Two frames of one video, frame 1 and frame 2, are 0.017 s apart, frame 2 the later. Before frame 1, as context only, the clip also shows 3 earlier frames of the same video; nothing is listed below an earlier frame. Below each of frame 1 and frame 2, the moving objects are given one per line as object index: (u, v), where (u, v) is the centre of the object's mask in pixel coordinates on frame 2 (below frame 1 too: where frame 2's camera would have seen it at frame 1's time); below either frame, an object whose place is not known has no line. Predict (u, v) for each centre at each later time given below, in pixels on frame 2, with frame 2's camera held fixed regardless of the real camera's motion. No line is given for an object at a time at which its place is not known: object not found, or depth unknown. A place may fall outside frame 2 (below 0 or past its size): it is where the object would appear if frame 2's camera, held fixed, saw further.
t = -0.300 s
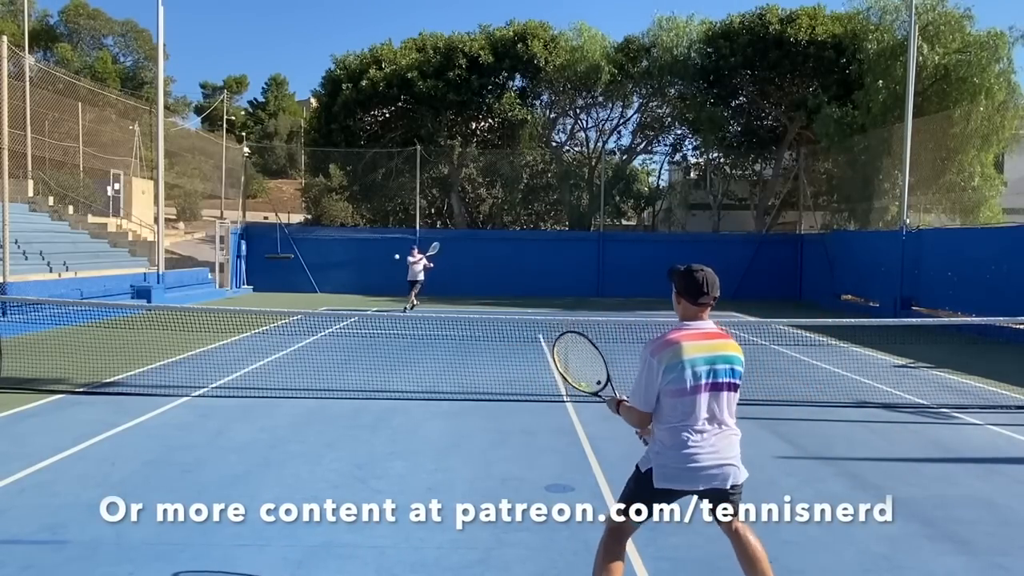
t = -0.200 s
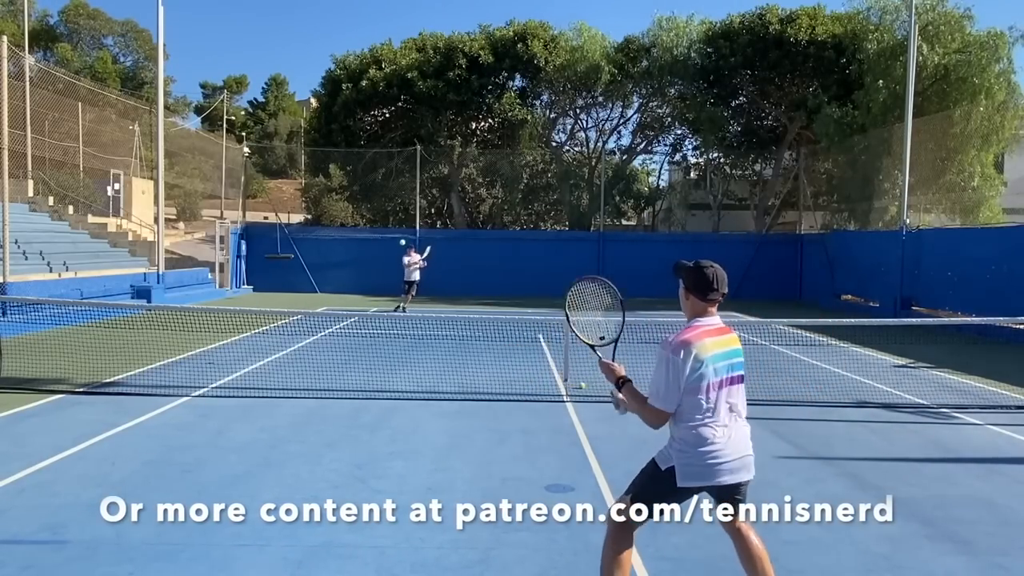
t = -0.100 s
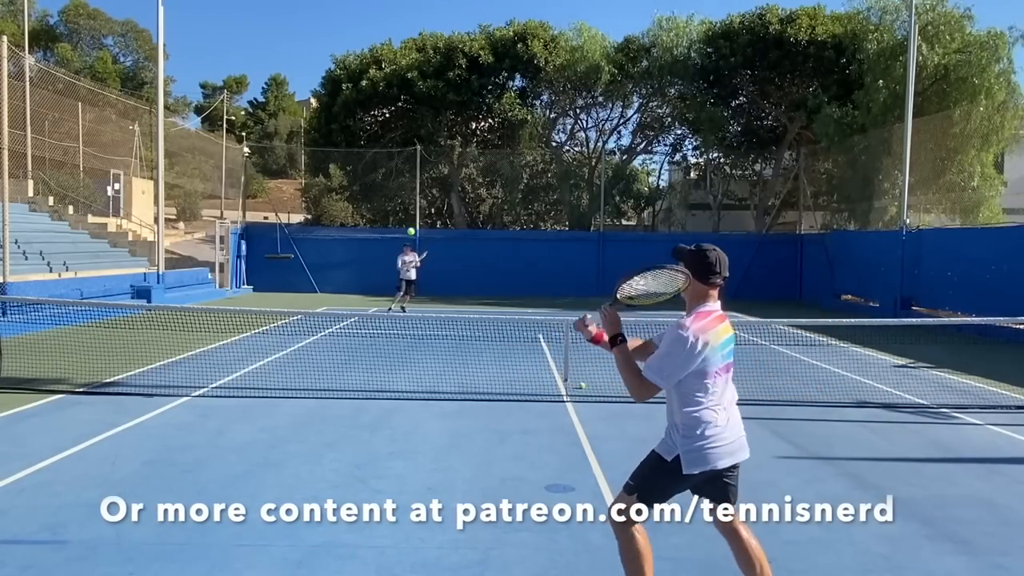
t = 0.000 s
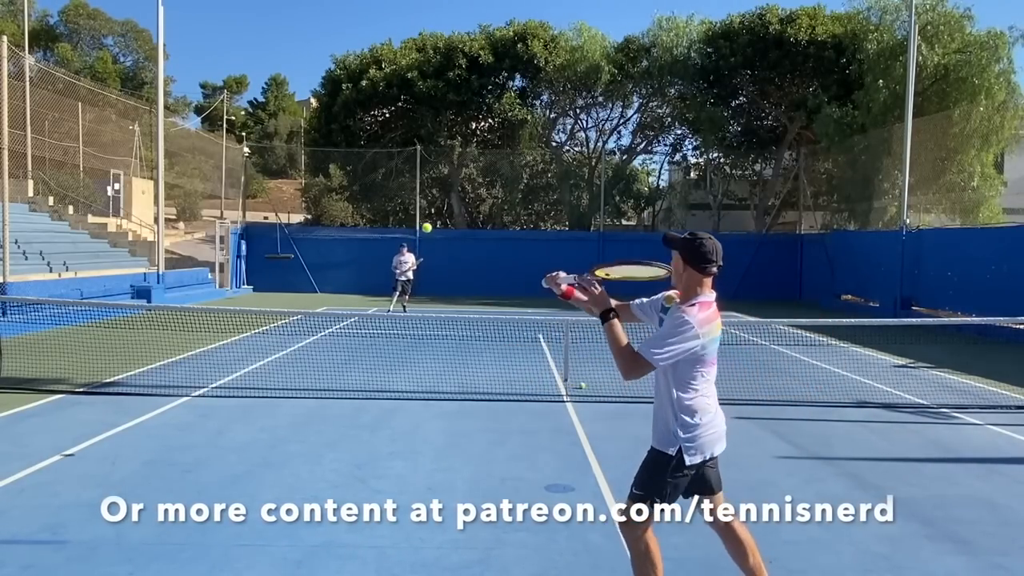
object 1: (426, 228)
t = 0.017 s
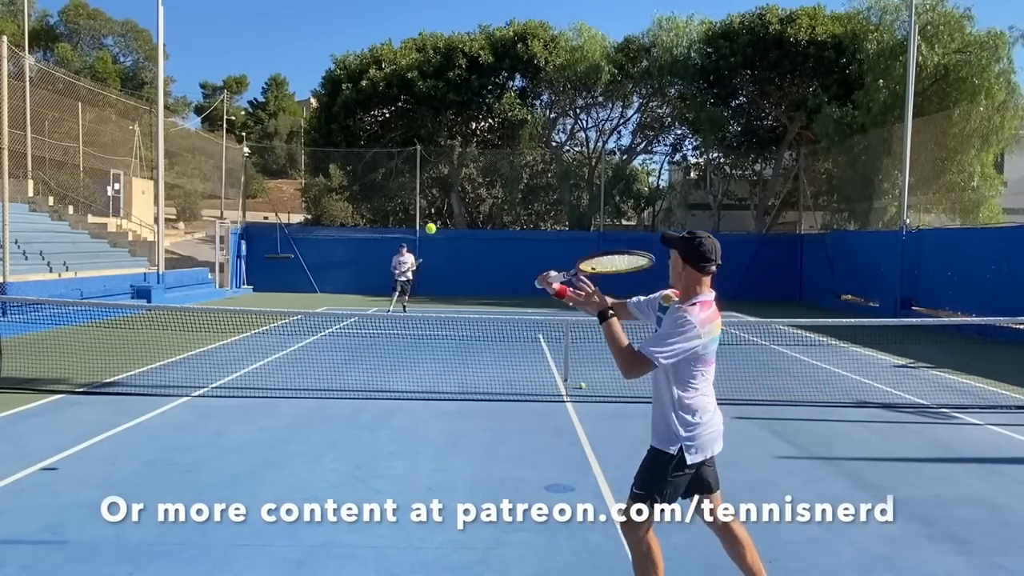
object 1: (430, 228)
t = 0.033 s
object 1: (435, 230)
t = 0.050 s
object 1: (440, 232)
